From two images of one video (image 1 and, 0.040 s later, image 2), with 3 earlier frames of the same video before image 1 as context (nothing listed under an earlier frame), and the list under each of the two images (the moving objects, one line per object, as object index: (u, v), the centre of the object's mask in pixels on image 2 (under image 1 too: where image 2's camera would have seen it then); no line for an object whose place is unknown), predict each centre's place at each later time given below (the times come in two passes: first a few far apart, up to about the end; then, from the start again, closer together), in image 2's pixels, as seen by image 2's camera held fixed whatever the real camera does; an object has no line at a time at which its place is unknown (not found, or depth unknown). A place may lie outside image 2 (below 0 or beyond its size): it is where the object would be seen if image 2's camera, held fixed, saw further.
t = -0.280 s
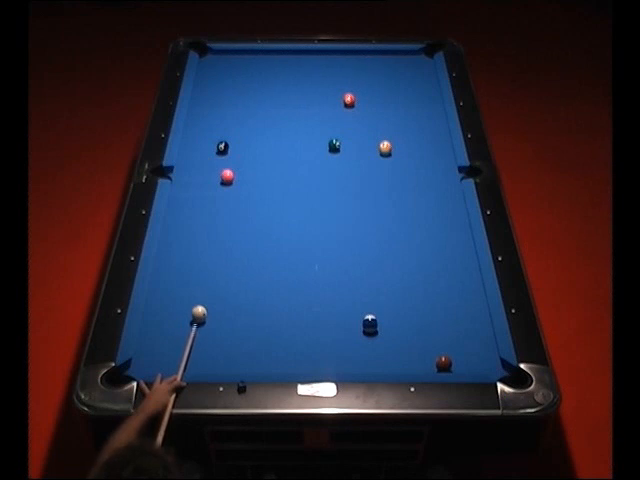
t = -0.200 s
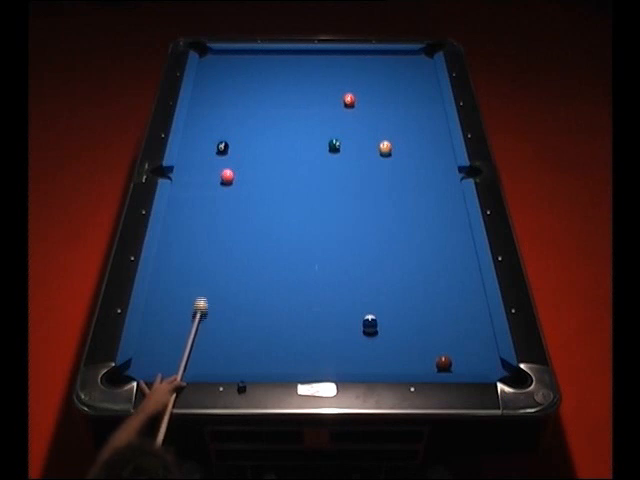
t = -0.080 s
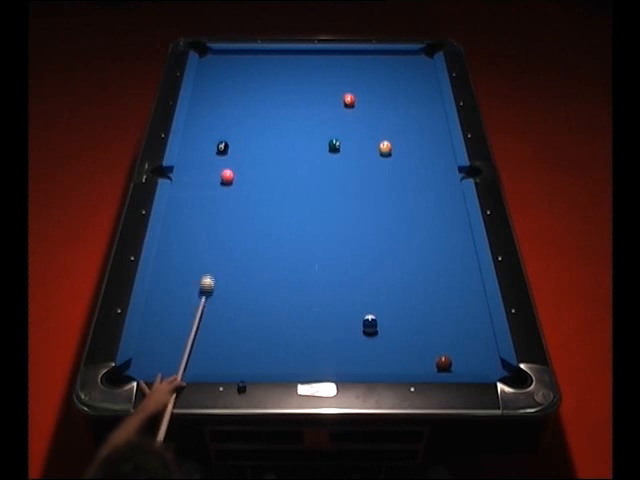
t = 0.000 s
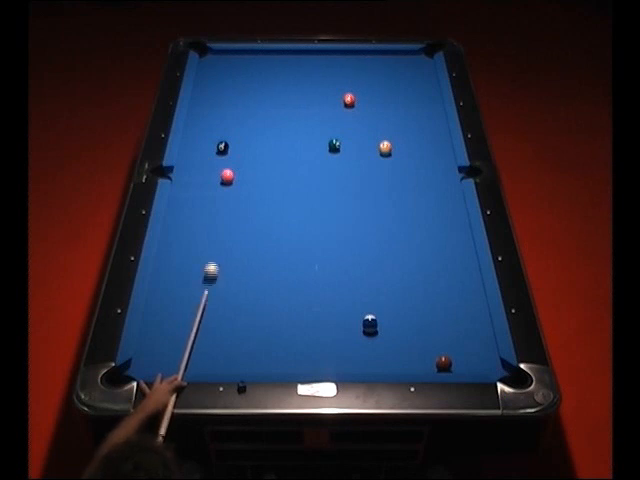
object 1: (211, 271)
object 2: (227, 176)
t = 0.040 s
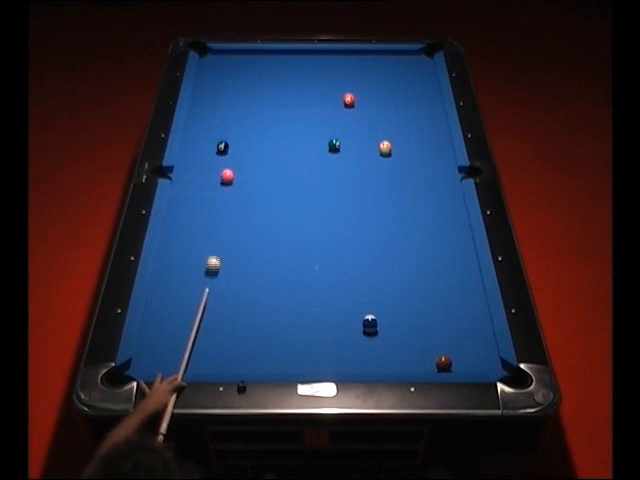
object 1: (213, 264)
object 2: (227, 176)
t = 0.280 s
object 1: (223, 228)
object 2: (227, 176)
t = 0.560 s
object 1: (234, 191)
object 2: (227, 176)
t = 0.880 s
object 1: (258, 160)
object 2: (214, 170)
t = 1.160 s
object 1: (281, 138)
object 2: (201, 164)
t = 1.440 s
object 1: (302, 117)
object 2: (189, 159)
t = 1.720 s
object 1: (321, 99)
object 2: (185, 155)
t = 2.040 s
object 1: (340, 80)
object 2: (191, 151)
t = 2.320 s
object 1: (355, 65)
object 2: (196, 150)
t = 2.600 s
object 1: (369, 52)
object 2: (200, 148)
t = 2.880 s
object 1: (379, 59)
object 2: (202, 147)
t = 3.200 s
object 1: (389, 66)
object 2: (204, 147)
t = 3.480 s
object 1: (398, 72)
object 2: (204, 147)
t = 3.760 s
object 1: (406, 77)
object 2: (204, 147)
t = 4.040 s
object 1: (414, 82)
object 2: (204, 147)
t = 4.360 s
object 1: (422, 88)
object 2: (203, 147)
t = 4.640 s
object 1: (429, 92)
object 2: (204, 147)
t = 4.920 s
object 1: (435, 95)
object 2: (204, 147)
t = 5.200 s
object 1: (435, 97)
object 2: (204, 147)
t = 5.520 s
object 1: (433, 99)
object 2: (204, 147)
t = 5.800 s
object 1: (432, 101)
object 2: (204, 147)
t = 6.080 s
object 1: (432, 101)
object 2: (204, 147)
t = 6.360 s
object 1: (432, 101)
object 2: (204, 147)
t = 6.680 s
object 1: (432, 101)
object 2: (204, 147)
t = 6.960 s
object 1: (432, 101)
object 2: (204, 147)
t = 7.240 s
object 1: (432, 101)
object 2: (204, 147)
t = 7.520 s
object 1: (432, 101)
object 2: (204, 147)
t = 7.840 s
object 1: (432, 101)
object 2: (203, 147)
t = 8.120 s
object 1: (432, 102)
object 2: (204, 147)
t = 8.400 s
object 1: (432, 102)
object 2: (203, 147)
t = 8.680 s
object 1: (432, 102)
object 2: (203, 147)
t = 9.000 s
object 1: (432, 101)
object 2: (204, 147)
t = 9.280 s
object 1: (432, 102)
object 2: (203, 147)
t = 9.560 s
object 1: (432, 102)
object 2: (203, 147)
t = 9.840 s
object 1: (432, 102)
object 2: (203, 147)
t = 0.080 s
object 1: (215, 257)
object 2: (227, 176)
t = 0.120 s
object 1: (216, 251)
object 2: (227, 176)
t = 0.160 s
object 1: (218, 245)
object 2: (227, 176)
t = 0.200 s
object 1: (220, 239)
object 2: (227, 176)
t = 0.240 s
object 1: (221, 233)
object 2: (227, 176)
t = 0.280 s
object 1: (223, 228)
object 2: (227, 176)
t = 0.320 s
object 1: (225, 222)
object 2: (227, 176)
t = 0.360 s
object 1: (226, 217)
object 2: (227, 176)
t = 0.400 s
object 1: (228, 212)
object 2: (227, 176)
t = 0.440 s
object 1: (230, 206)
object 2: (227, 176)
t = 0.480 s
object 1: (231, 201)
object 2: (227, 176)
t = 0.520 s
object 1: (232, 196)
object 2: (227, 176)
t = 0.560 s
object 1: (234, 191)
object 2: (227, 176)
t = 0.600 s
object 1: (235, 186)
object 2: (226, 176)
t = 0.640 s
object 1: (237, 182)
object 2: (226, 176)
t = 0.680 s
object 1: (240, 177)
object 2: (225, 175)
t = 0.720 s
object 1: (244, 174)
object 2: (223, 174)
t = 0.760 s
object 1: (248, 170)
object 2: (220, 173)
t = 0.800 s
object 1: (251, 167)
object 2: (218, 172)
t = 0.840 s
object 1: (255, 163)
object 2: (216, 171)
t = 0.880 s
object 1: (258, 160)
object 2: (214, 170)
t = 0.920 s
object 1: (262, 157)
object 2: (212, 169)
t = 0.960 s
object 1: (265, 153)
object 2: (210, 168)
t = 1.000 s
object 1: (269, 150)
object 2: (208, 168)
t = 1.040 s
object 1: (272, 147)
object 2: (206, 167)
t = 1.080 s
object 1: (275, 144)
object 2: (205, 166)
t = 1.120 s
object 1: (278, 141)
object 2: (203, 165)
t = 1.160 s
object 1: (281, 138)
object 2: (201, 164)
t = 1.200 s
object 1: (284, 135)
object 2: (199, 163)
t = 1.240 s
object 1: (287, 131)
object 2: (197, 163)
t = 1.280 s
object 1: (290, 129)
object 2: (196, 162)
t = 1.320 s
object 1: (293, 126)
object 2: (194, 161)
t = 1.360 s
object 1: (296, 123)
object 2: (192, 160)
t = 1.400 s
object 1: (299, 120)
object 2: (190, 159)
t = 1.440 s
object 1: (302, 117)
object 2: (189, 159)
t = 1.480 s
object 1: (305, 115)
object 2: (187, 158)
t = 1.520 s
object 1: (307, 112)
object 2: (185, 158)
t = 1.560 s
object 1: (310, 109)
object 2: (184, 157)
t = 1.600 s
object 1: (313, 106)
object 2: (183, 156)
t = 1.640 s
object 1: (316, 104)
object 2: (183, 156)
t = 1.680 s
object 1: (318, 101)
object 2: (184, 155)
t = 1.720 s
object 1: (321, 99)
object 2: (185, 155)
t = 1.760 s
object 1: (323, 97)
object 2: (186, 155)
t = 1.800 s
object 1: (326, 94)
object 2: (187, 154)
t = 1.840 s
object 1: (328, 92)
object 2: (188, 153)
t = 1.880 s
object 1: (330, 89)
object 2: (188, 153)
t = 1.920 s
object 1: (333, 87)
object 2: (189, 153)
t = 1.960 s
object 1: (335, 85)
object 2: (190, 152)
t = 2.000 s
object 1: (337, 82)
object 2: (191, 152)
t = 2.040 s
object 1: (340, 80)
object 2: (191, 151)
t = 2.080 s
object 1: (342, 78)
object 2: (192, 151)
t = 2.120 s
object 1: (345, 75)
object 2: (193, 151)
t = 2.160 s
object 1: (347, 74)
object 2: (194, 151)
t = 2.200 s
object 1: (349, 71)
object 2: (194, 150)
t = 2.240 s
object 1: (351, 70)
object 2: (195, 150)
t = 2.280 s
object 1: (353, 67)
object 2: (196, 150)
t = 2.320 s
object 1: (355, 65)
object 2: (196, 150)
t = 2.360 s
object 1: (358, 63)
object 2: (197, 149)
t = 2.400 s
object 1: (359, 61)
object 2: (197, 149)
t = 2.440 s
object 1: (362, 59)
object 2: (198, 149)
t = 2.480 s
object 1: (363, 57)
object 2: (198, 149)
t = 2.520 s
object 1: (365, 55)
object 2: (199, 149)
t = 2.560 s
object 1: (367, 53)
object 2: (199, 149)
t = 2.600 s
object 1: (369, 52)
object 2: (200, 148)
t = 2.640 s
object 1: (370, 53)
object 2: (200, 148)
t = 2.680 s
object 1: (372, 54)
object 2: (201, 148)
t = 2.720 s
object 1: (373, 55)
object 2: (201, 148)
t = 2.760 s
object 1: (375, 56)
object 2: (201, 148)
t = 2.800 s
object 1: (376, 57)
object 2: (202, 147)
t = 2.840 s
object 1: (377, 58)
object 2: (202, 147)
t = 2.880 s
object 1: (379, 59)
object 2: (202, 147)
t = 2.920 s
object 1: (380, 60)
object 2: (203, 147)
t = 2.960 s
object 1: (381, 60)
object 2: (203, 147)
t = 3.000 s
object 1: (383, 61)
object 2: (203, 147)
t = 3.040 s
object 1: (384, 62)
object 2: (203, 147)
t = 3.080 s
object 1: (385, 63)
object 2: (203, 147)
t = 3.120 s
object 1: (386, 64)
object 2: (204, 147)
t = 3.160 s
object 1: (388, 65)
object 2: (204, 147)
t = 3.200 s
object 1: (389, 66)
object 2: (204, 147)
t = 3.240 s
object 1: (391, 67)
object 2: (204, 147)
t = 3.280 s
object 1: (392, 68)
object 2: (204, 147)
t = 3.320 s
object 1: (393, 68)
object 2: (204, 147)
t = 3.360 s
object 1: (394, 69)
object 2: (204, 147)
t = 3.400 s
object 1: (396, 70)
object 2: (204, 147)
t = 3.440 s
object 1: (397, 71)
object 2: (204, 147)
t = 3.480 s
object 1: (398, 72)
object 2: (204, 147)
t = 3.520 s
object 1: (399, 73)
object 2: (204, 147)
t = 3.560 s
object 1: (401, 73)
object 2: (204, 147)
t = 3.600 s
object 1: (401, 74)
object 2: (203, 147)
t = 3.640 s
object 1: (403, 75)
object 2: (204, 147)
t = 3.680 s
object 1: (404, 76)
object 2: (204, 147)
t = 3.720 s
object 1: (405, 77)
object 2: (204, 147)
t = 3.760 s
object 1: (406, 77)
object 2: (204, 147)
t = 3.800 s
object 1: (407, 78)
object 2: (204, 147)
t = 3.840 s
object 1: (409, 79)
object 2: (204, 147)
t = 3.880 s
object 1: (410, 80)
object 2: (204, 147)
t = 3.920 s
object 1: (411, 80)
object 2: (204, 147)
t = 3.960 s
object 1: (412, 81)
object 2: (204, 147)
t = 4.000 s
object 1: (413, 82)
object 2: (204, 147)
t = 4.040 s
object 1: (414, 82)
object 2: (204, 147)
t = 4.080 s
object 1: (415, 83)
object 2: (204, 147)
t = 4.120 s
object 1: (416, 84)
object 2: (204, 147)
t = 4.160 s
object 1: (417, 84)
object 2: (204, 147)
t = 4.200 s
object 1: (418, 85)
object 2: (204, 147)
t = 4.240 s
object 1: (419, 86)
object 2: (204, 147)
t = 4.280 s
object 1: (420, 86)
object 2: (204, 147)
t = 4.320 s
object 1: (421, 87)
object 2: (204, 147)
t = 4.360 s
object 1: (422, 88)
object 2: (203, 147)
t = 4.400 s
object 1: (423, 88)
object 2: (204, 147)
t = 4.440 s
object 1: (424, 89)
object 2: (204, 147)
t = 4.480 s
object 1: (425, 90)
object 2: (204, 147)
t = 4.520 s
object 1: (426, 90)
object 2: (204, 147)
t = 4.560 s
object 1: (427, 91)
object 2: (204, 147)
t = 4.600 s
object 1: (428, 91)
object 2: (204, 147)
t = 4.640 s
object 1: (429, 92)
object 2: (204, 147)
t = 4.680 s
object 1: (430, 92)
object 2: (204, 147)
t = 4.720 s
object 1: (431, 93)
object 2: (204, 147)
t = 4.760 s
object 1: (431, 93)
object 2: (204, 147)
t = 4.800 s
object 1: (433, 94)
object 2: (204, 147)
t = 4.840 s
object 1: (433, 94)
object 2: (204, 147)
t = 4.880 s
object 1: (434, 95)
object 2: (204, 147)
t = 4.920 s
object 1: (435, 95)
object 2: (204, 147)
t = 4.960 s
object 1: (436, 96)
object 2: (204, 147)
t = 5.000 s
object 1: (436, 96)
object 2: (204, 147)
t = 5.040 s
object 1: (436, 96)
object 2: (204, 147)
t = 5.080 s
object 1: (436, 97)
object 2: (203, 147)
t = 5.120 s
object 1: (435, 97)
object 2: (204, 147)
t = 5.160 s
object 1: (435, 97)
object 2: (204, 147)
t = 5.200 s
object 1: (435, 97)
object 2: (204, 147)
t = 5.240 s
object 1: (435, 98)
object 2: (204, 147)
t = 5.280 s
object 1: (434, 98)
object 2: (204, 147)
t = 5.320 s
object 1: (434, 98)
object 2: (204, 147)
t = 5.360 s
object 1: (434, 99)
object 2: (204, 147)
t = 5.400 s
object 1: (434, 99)
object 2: (204, 147)
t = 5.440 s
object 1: (434, 99)
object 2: (204, 147)
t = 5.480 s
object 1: (433, 99)
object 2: (204, 147)
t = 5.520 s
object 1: (433, 99)
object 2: (204, 147)
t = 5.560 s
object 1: (433, 100)
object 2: (204, 147)
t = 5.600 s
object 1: (433, 100)
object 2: (204, 147)
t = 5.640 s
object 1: (433, 100)
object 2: (204, 147)
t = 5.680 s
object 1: (433, 100)
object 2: (204, 147)
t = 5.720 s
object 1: (433, 100)
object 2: (204, 147)
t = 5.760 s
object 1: (432, 101)
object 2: (204, 147)
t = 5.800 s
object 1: (432, 101)
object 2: (204, 147)
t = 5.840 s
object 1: (432, 101)
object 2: (204, 147)
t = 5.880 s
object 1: (432, 101)
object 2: (204, 147)
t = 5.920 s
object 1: (432, 101)
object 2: (204, 147)
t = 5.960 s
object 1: (432, 101)
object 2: (204, 147)
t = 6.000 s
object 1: (432, 101)
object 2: (204, 147)
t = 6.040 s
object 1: (432, 101)
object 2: (204, 147)
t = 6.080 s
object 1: (432, 101)
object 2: (204, 147)
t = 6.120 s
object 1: (432, 101)
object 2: (204, 147)
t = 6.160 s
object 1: (432, 101)
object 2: (204, 147)
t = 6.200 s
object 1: (432, 101)
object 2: (204, 147)
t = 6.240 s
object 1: (432, 101)
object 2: (204, 147)
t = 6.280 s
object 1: (432, 101)
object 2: (204, 147)
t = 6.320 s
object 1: (432, 101)
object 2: (204, 147)
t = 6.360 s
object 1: (432, 101)
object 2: (204, 147)
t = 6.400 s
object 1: (432, 101)
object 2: (204, 147)
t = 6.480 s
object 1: (432, 101)
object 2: (204, 147)
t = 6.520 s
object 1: (432, 101)
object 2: (204, 147)
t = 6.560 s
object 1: (432, 101)
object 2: (204, 147)
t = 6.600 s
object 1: (432, 101)
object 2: (204, 147)
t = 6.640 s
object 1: (432, 101)
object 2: (204, 147)
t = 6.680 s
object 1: (432, 101)
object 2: (204, 147)
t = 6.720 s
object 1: (432, 101)
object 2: (204, 147)
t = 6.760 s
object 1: (432, 101)
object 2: (204, 147)
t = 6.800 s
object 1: (432, 101)
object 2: (204, 147)
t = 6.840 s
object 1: (432, 101)
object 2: (204, 147)
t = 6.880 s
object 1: (432, 101)
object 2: (204, 147)
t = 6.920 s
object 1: (432, 101)
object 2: (204, 147)
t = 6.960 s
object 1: (432, 101)
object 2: (204, 147)
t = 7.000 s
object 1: (432, 101)
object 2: (204, 147)
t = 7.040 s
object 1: (432, 101)
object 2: (204, 147)
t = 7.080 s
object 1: (432, 101)
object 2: (204, 147)
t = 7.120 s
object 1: (432, 101)
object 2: (204, 147)
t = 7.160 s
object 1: (432, 101)
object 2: (204, 147)
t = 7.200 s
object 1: (432, 101)
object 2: (204, 147)
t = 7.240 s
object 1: (432, 101)
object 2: (204, 147)
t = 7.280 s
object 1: (432, 101)
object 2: (204, 147)
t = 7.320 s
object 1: (432, 101)
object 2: (204, 147)
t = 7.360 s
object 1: (432, 101)
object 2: (204, 147)
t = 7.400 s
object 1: (432, 101)
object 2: (204, 147)
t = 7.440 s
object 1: (432, 101)
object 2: (204, 147)
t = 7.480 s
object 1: (432, 101)
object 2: (204, 147)
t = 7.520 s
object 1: (432, 101)
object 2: (204, 147)
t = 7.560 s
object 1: (432, 101)
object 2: (204, 147)
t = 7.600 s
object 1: (432, 101)
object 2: (204, 147)
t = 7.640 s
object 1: (432, 101)
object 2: (204, 147)
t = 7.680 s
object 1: (432, 101)
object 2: (204, 147)
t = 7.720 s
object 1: (432, 101)
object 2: (204, 147)
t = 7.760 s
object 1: (432, 101)
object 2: (204, 147)
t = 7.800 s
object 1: (432, 101)
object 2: (204, 147)
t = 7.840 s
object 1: (432, 101)
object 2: (203, 147)
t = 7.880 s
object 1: (432, 101)
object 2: (203, 147)
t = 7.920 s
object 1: (432, 101)
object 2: (204, 147)
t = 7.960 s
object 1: (432, 101)
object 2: (204, 147)
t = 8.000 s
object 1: (432, 101)
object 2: (204, 147)
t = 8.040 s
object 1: (432, 101)
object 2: (203, 147)
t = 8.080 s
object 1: (432, 102)
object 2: (204, 147)
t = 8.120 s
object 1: (432, 102)
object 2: (204, 147)
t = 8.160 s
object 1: (432, 102)
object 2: (204, 147)
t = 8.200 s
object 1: (432, 101)
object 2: (203, 147)
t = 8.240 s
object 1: (432, 102)
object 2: (203, 147)
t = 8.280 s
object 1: (432, 102)
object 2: (204, 147)
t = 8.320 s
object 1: (432, 101)
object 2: (204, 147)
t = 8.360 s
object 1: (432, 102)
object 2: (204, 147)
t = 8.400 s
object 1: (432, 102)
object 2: (203, 147)
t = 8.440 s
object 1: (432, 102)
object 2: (204, 147)
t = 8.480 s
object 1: (432, 102)
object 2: (203, 147)
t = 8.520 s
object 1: (432, 101)
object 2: (203, 147)
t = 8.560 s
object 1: (432, 102)
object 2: (203, 147)
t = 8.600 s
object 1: (432, 102)
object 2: (204, 147)
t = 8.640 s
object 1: (432, 101)
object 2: (204, 147)
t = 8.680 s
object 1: (432, 102)
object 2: (203, 147)
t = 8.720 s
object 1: (432, 101)
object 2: (203, 147)
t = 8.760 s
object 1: (432, 102)
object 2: (203, 147)
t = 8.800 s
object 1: (432, 102)
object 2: (203, 147)
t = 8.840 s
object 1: (432, 101)
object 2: (203, 147)
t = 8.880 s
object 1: (432, 102)
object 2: (203, 147)
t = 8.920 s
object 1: (432, 102)
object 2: (204, 147)
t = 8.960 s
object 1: (432, 102)
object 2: (203, 147)
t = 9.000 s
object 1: (432, 101)
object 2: (204, 147)
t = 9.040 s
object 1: (432, 102)
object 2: (203, 147)
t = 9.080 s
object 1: (432, 102)
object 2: (204, 147)
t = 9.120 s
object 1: (432, 102)
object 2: (203, 147)
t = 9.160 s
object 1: (432, 101)
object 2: (203, 147)
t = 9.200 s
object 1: (432, 102)
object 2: (203, 147)
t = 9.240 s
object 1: (432, 102)
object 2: (204, 147)
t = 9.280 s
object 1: (432, 102)
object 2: (203, 147)
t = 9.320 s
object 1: (432, 101)
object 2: (203, 147)
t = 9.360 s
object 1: (432, 102)
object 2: (203, 147)
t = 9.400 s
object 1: (432, 102)
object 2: (203, 147)
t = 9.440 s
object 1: (432, 102)
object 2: (204, 147)
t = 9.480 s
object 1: (432, 101)
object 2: (203, 147)
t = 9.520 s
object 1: (432, 102)
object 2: (203, 147)
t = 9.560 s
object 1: (432, 102)
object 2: (203, 147)
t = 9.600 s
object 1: (432, 102)
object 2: (203, 147)
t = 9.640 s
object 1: (432, 101)
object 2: (203, 147)
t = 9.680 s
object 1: (432, 102)
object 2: (203, 147)
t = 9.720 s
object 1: (432, 102)
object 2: (203, 147)
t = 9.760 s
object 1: (432, 102)
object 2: (203, 147)
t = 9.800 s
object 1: (432, 101)
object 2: (203, 147)
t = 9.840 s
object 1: (432, 102)
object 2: (203, 147)
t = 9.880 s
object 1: (432, 102)
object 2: (203, 147)
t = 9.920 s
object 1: (432, 102)
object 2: (203, 147)
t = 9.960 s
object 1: (432, 101)
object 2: (203, 147)
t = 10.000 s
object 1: (432, 102)
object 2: (203, 147)
